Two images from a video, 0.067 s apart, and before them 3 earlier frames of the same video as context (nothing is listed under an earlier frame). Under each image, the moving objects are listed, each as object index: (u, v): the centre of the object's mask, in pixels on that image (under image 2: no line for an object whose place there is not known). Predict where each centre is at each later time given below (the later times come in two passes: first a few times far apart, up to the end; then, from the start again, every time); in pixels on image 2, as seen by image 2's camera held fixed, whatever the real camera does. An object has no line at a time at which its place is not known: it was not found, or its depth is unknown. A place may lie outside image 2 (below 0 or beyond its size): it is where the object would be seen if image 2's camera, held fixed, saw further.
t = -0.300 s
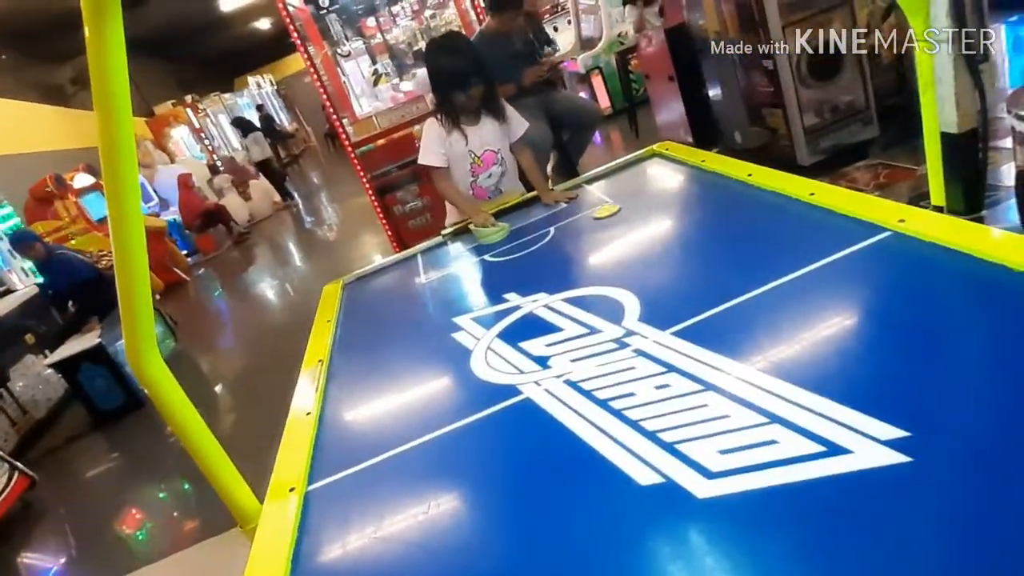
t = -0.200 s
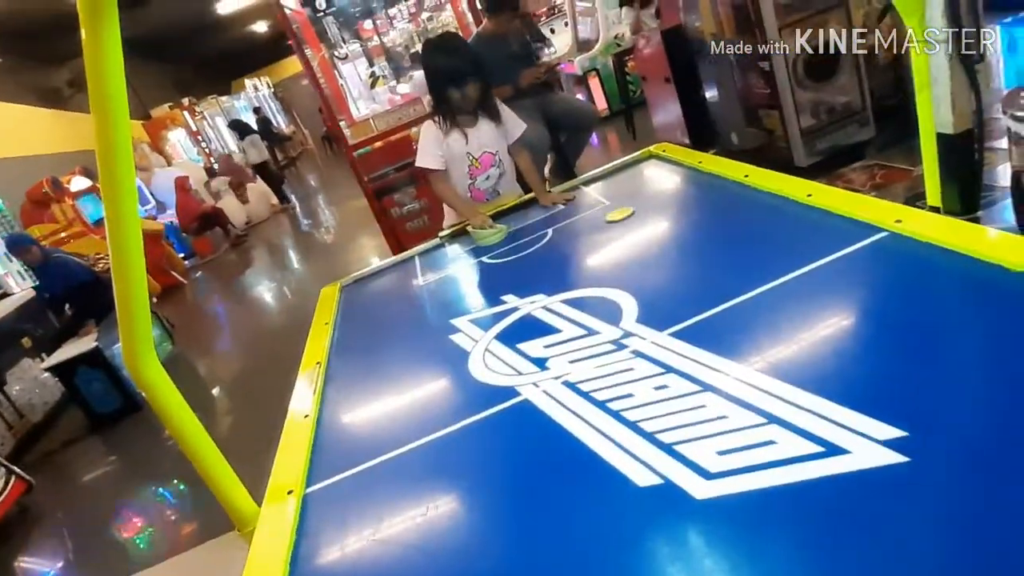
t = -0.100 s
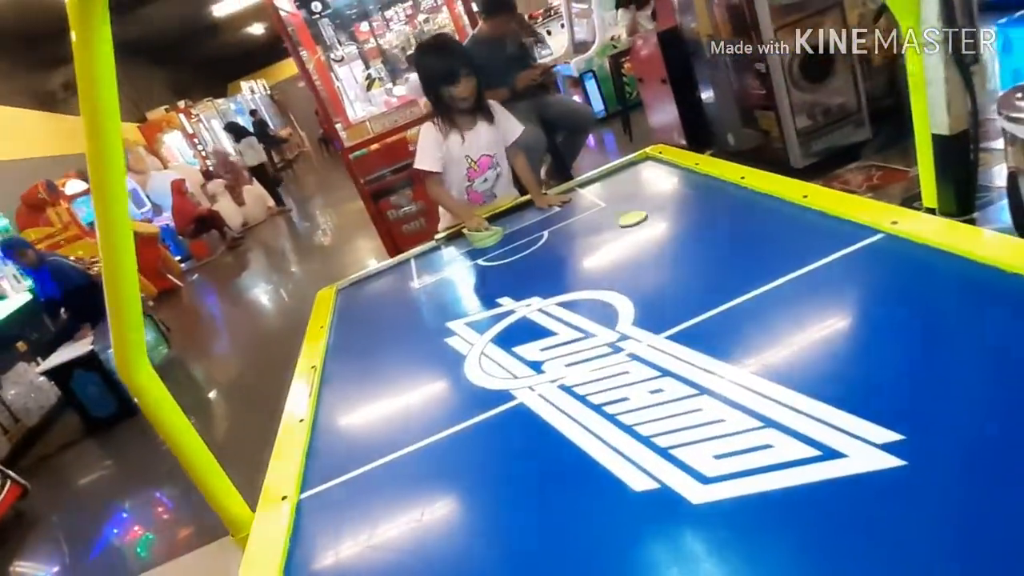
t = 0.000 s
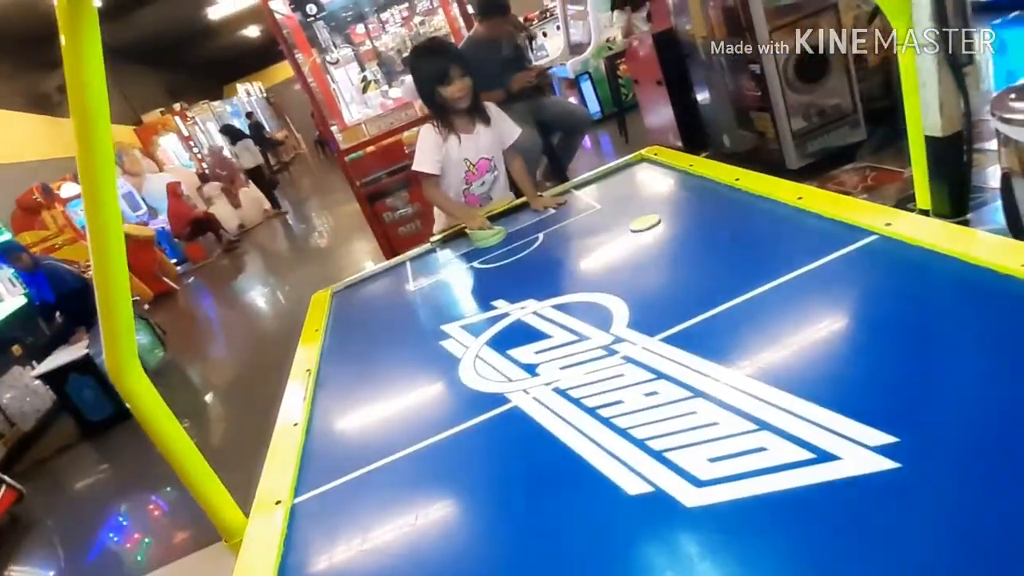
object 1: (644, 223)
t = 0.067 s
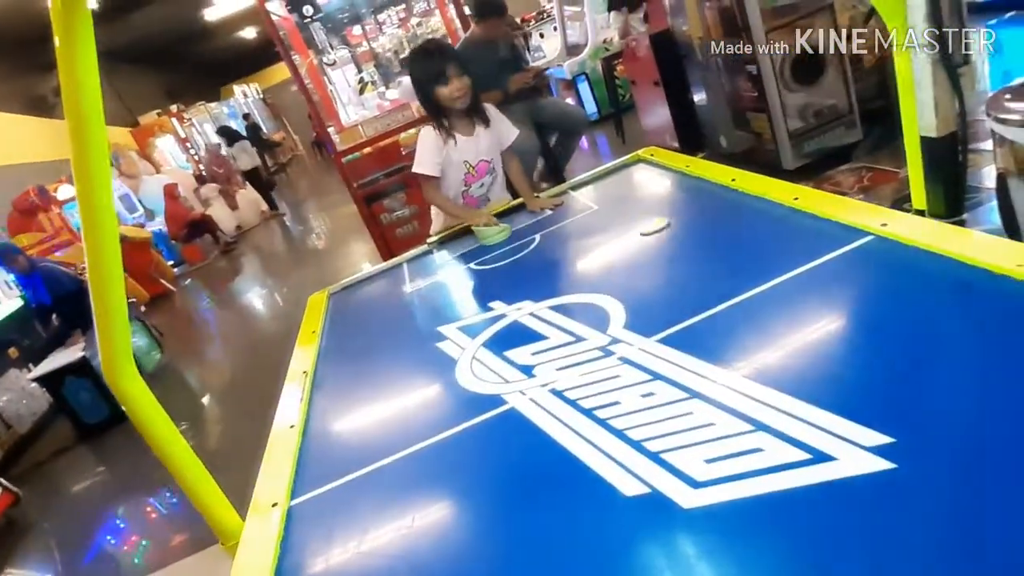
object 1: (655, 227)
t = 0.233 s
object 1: (684, 230)
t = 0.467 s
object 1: (729, 239)
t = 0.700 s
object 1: (779, 252)
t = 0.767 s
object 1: (794, 256)
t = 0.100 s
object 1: (661, 227)
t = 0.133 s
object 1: (666, 227)
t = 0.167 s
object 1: (671, 228)
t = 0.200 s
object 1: (677, 229)
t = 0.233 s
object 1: (684, 230)
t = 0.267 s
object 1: (690, 231)
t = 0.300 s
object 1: (696, 233)
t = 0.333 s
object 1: (703, 234)
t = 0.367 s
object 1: (709, 235)
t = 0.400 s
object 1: (715, 236)
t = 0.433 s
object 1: (722, 238)
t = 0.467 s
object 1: (729, 239)
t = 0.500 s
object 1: (735, 241)
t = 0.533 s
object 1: (743, 242)
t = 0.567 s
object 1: (749, 244)
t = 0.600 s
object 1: (757, 246)
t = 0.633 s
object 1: (764, 248)
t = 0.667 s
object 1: (771, 250)
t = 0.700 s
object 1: (779, 252)
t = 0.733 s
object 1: (786, 254)
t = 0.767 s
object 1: (794, 256)
